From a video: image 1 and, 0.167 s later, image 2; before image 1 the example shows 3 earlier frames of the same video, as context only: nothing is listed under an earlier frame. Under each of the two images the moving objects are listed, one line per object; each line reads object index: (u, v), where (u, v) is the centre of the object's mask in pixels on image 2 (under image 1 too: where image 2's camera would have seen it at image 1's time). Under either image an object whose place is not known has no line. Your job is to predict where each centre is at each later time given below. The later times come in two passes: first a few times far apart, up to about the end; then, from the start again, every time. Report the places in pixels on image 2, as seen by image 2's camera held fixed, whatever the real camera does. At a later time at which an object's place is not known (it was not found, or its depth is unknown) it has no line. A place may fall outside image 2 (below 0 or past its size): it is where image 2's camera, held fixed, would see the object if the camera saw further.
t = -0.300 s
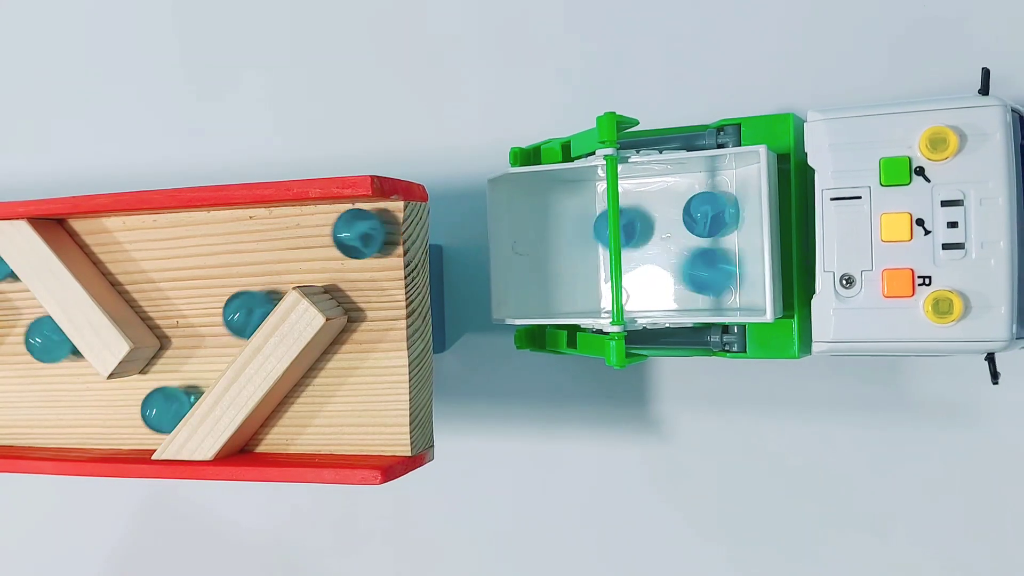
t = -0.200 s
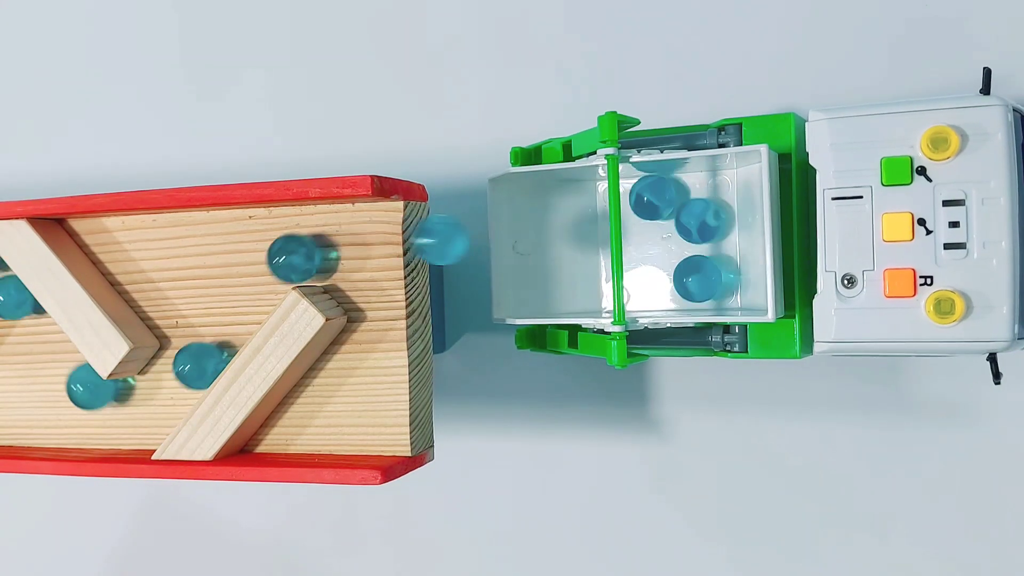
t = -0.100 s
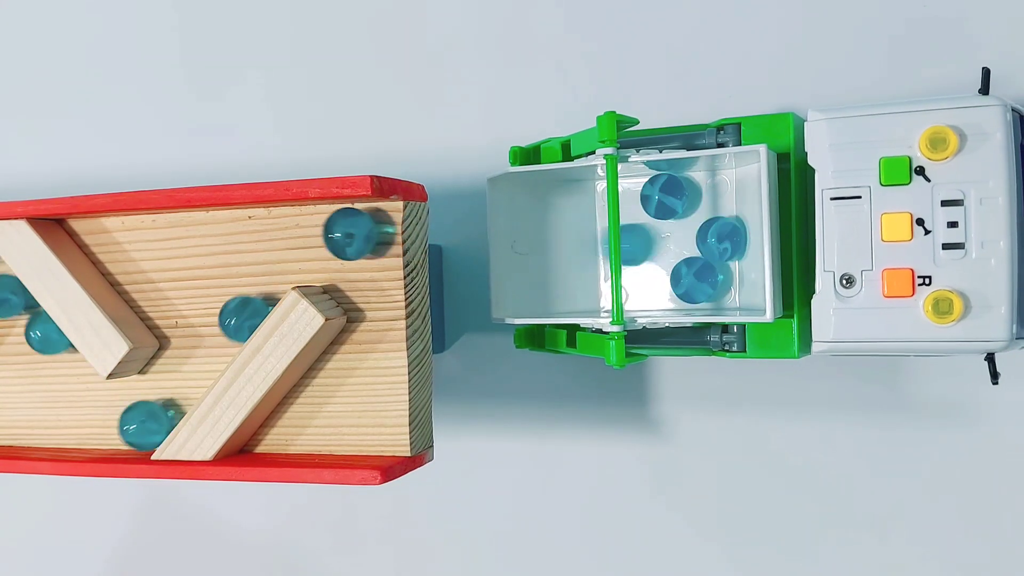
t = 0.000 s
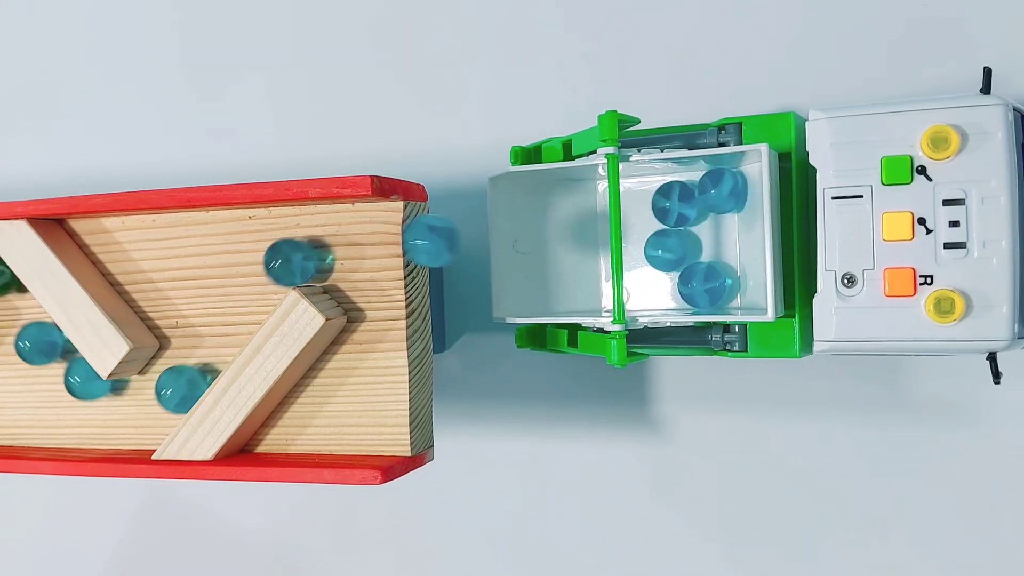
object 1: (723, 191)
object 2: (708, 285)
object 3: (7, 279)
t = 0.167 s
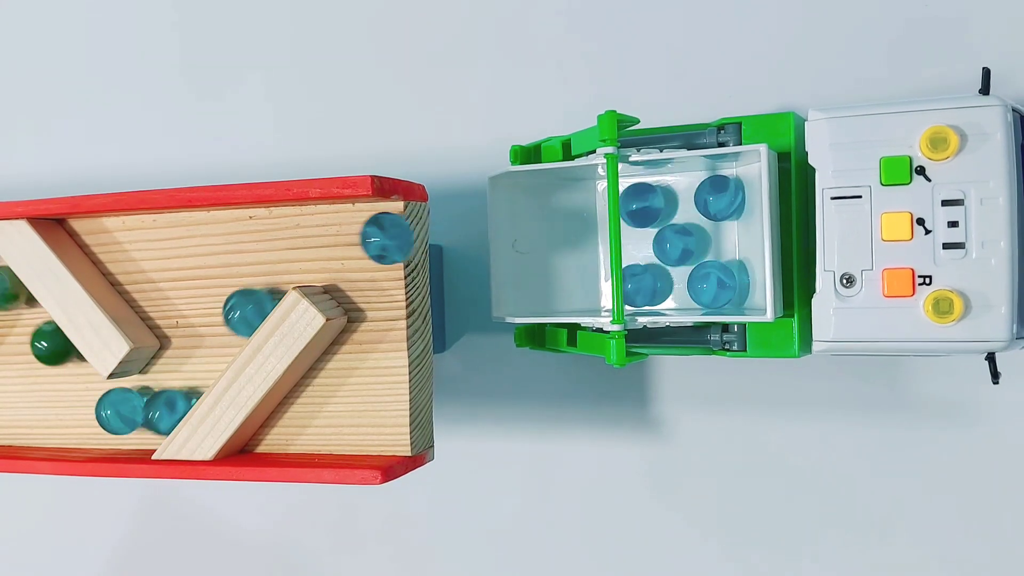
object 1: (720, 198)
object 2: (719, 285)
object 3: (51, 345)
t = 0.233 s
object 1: (719, 198)
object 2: (720, 282)
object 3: (80, 378)
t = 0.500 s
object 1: (719, 190)
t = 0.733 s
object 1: (720, 206)
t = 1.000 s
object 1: (721, 191)
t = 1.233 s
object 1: (712, 191)
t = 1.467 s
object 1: (721, 190)
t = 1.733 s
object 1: (721, 190)
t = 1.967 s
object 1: (721, 189)
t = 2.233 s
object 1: (720, 192)
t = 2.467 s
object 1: (722, 191)
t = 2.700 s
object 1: (723, 190)
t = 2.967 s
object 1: (725, 189)
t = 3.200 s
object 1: (726, 189)
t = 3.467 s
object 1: (726, 189)
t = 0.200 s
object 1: (720, 198)
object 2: (719, 285)
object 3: (66, 360)
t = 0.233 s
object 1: (719, 198)
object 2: (720, 282)
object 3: (80, 378)
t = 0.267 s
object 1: (719, 198)
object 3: (99, 396)
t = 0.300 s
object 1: (718, 197)
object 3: (108, 407)
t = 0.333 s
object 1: (717, 190)
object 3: (116, 419)
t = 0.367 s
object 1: (713, 195)
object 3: (127, 430)
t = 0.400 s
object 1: (713, 192)
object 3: (139, 426)
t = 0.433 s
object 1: (718, 191)
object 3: (153, 423)
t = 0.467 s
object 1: (721, 190)
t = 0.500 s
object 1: (719, 190)
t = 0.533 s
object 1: (718, 191)
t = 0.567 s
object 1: (715, 191)
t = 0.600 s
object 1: (720, 193)
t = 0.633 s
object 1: (720, 201)
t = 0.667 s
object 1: (717, 205)
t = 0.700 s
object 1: (715, 205)
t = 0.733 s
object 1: (720, 206)
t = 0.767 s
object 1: (718, 208)
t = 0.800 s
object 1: (719, 207)
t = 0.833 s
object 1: (720, 207)
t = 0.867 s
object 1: (720, 204)
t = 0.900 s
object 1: (719, 201)
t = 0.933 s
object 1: (720, 197)
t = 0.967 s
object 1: (720, 191)
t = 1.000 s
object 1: (721, 191)
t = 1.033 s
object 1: (721, 190)
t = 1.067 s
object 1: (717, 191)
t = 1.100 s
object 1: (716, 192)
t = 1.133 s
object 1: (720, 191)
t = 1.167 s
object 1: (719, 191)
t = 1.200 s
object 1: (717, 191)
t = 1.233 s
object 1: (712, 191)
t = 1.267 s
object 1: (714, 191)
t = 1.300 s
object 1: (713, 191)
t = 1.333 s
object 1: (713, 191)
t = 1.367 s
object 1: (718, 191)
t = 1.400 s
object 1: (721, 190)
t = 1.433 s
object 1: (721, 190)
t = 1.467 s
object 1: (721, 190)
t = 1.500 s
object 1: (721, 190)
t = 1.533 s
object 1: (721, 190)
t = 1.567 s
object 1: (721, 191)
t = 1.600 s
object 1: (720, 190)
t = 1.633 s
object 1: (720, 190)
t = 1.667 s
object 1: (720, 191)
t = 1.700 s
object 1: (720, 190)
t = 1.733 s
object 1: (721, 190)
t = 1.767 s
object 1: (720, 190)
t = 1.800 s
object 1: (720, 190)
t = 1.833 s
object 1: (721, 190)
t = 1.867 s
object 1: (720, 190)
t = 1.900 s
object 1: (720, 190)
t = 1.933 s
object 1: (721, 190)
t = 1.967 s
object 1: (721, 189)
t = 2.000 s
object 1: (721, 189)
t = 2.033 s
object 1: (720, 190)
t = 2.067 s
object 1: (721, 189)
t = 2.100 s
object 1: (721, 190)
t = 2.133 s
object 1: (721, 191)
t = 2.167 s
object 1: (721, 192)
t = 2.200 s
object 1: (721, 192)
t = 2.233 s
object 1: (720, 192)
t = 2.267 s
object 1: (720, 192)
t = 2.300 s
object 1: (720, 192)
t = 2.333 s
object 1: (720, 192)
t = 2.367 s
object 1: (721, 192)
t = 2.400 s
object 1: (722, 191)
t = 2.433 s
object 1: (722, 190)
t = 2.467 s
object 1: (722, 191)
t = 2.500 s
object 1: (722, 190)
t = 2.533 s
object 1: (722, 190)
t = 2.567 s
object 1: (722, 190)
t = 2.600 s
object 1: (722, 190)
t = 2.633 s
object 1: (722, 190)
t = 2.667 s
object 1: (722, 190)
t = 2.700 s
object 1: (723, 190)
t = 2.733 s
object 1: (724, 189)
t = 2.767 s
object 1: (725, 189)
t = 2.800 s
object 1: (725, 190)
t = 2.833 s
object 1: (725, 190)
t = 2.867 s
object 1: (725, 190)
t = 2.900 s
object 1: (726, 190)
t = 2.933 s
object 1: (726, 189)
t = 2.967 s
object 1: (725, 189)
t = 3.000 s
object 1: (726, 189)
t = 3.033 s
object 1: (726, 189)
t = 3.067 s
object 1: (726, 189)
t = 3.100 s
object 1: (726, 189)
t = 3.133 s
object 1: (726, 189)
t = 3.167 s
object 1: (726, 189)
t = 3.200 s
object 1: (726, 189)
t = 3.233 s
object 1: (726, 189)
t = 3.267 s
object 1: (726, 189)
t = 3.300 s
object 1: (726, 189)
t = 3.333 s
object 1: (726, 189)
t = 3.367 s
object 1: (726, 189)
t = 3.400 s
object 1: (726, 189)
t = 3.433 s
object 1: (726, 189)
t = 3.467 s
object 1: (726, 189)
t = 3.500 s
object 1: (726, 189)
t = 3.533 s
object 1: (726, 189)
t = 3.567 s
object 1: (726, 189)
